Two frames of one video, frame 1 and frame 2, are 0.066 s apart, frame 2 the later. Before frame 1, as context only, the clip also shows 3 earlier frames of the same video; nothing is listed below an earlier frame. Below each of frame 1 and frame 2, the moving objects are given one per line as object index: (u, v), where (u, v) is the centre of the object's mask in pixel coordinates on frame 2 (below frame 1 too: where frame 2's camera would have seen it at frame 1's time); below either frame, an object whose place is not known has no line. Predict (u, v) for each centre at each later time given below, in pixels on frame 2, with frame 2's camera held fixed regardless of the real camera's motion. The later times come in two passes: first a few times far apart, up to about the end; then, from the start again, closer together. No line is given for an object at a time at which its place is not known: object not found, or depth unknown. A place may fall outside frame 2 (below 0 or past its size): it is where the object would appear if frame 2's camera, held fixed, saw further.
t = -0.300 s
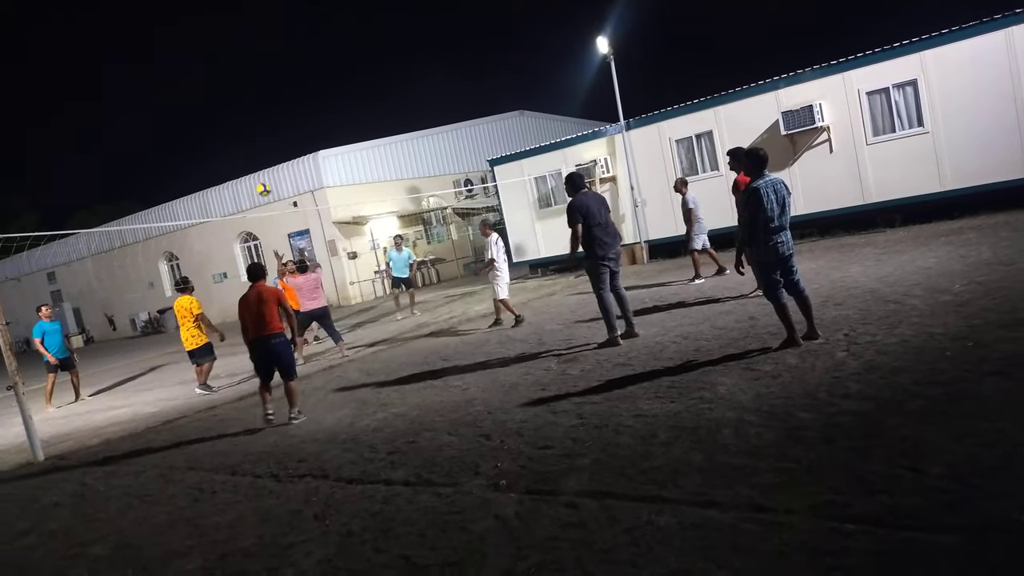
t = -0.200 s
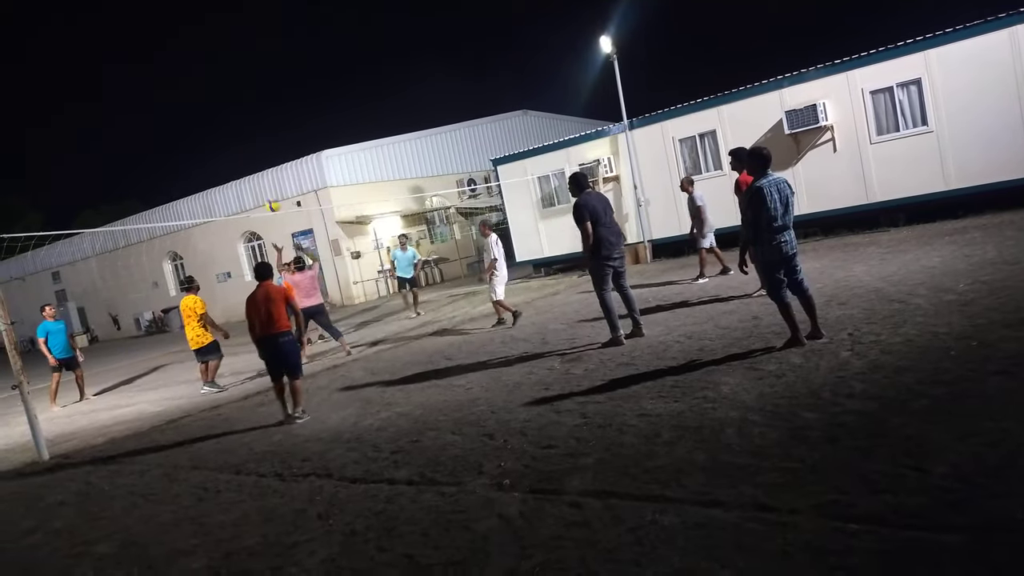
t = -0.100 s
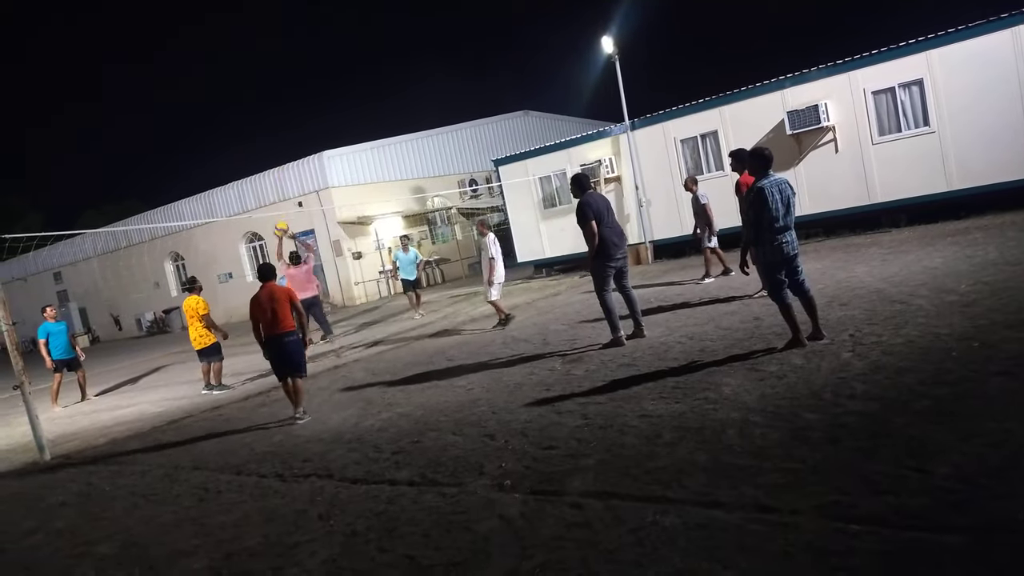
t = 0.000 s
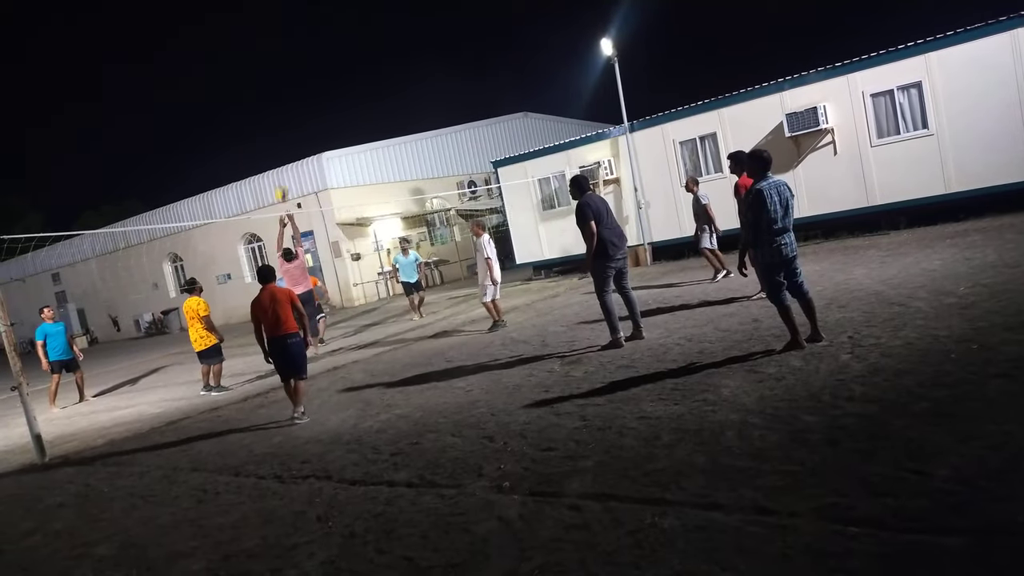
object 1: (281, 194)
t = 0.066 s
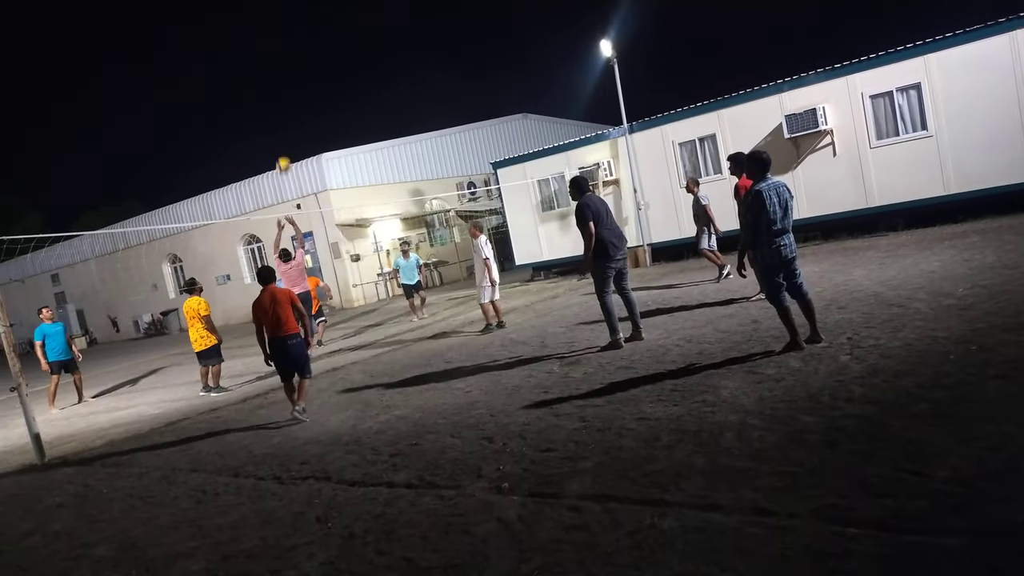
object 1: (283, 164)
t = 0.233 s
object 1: (290, 110)
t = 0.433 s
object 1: (303, 66)
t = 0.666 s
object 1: (326, 48)
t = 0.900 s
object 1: (357, 67)
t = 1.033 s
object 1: (377, 93)
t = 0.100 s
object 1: (284, 154)
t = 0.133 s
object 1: (285, 141)
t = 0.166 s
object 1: (287, 129)
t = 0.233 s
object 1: (290, 110)
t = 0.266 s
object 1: (292, 100)
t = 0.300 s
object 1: (294, 92)
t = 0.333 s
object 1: (296, 84)
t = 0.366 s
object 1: (298, 77)
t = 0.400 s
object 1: (301, 71)
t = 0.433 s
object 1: (303, 66)
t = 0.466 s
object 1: (306, 61)
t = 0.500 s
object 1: (309, 57)
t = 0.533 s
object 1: (312, 54)
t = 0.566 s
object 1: (316, 51)
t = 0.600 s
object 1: (319, 49)
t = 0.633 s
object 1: (323, 49)
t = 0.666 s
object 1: (326, 48)
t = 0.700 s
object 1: (330, 49)
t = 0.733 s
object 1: (334, 50)
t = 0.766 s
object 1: (338, 52)
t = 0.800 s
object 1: (343, 55)
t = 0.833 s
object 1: (347, 58)
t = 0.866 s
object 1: (352, 62)
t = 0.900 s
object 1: (357, 67)
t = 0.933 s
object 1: (361, 72)
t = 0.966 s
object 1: (367, 79)
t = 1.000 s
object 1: (372, 85)
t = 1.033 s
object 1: (377, 93)
